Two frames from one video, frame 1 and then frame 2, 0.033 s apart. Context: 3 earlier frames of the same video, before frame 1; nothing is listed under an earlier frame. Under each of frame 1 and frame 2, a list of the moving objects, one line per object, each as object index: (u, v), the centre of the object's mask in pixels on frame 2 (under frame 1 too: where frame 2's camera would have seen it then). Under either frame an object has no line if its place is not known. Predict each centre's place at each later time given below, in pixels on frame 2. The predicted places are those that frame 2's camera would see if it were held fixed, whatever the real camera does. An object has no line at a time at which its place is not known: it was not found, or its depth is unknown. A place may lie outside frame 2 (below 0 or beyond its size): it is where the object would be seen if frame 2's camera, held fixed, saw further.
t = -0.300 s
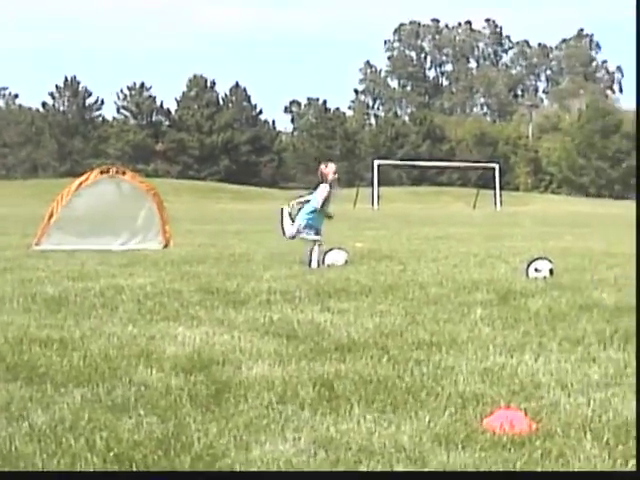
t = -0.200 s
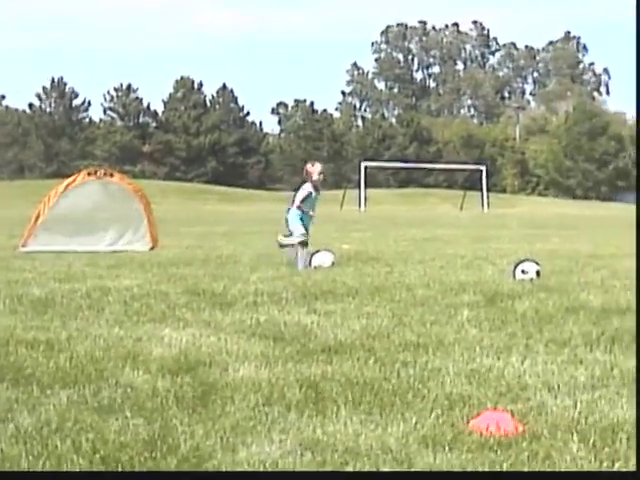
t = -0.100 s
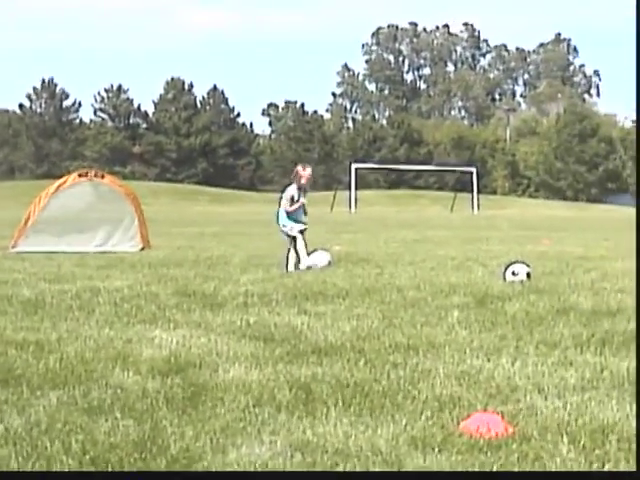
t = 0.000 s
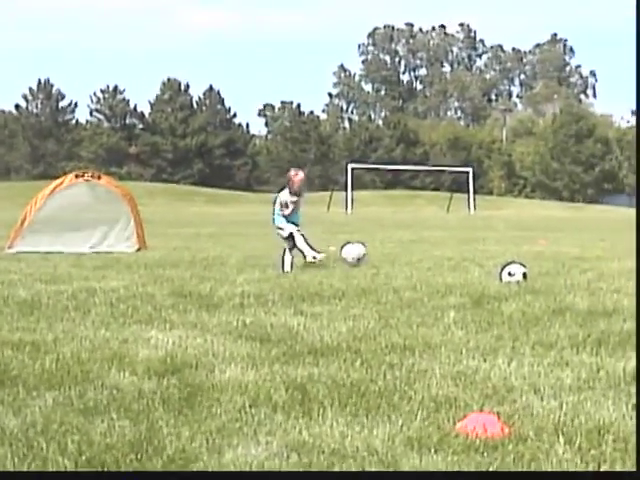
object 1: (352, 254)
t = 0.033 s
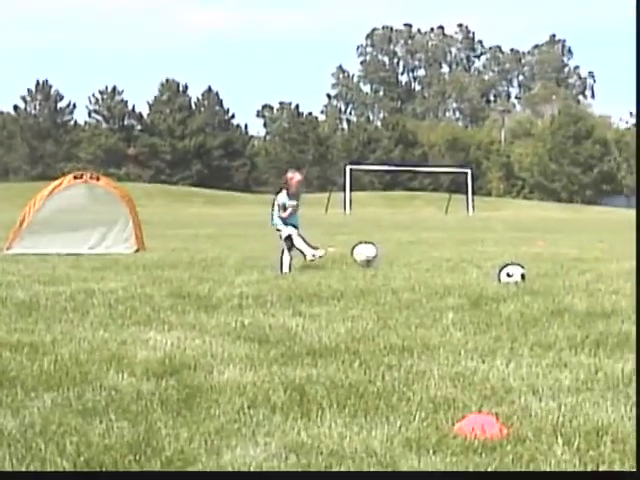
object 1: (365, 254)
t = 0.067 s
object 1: (377, 254)
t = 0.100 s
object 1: (389, 257)
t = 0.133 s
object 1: (402, 259)
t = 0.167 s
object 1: (415, 264)
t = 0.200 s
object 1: (427, 267)
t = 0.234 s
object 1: (435, 266)
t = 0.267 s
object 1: (443, 263)
